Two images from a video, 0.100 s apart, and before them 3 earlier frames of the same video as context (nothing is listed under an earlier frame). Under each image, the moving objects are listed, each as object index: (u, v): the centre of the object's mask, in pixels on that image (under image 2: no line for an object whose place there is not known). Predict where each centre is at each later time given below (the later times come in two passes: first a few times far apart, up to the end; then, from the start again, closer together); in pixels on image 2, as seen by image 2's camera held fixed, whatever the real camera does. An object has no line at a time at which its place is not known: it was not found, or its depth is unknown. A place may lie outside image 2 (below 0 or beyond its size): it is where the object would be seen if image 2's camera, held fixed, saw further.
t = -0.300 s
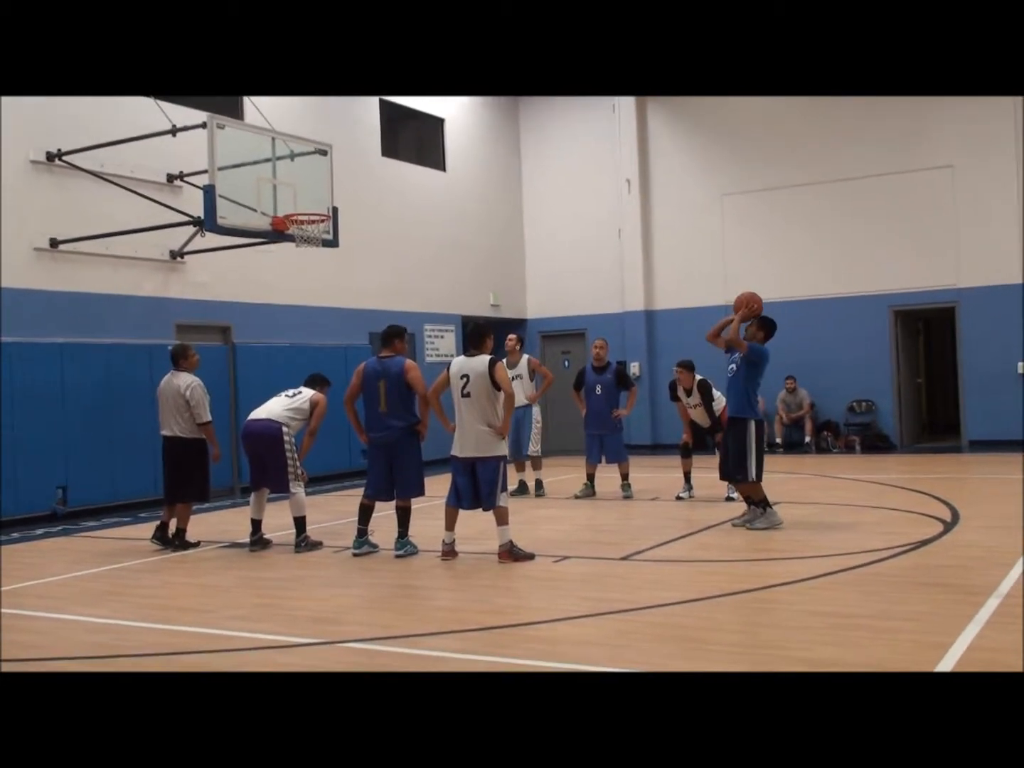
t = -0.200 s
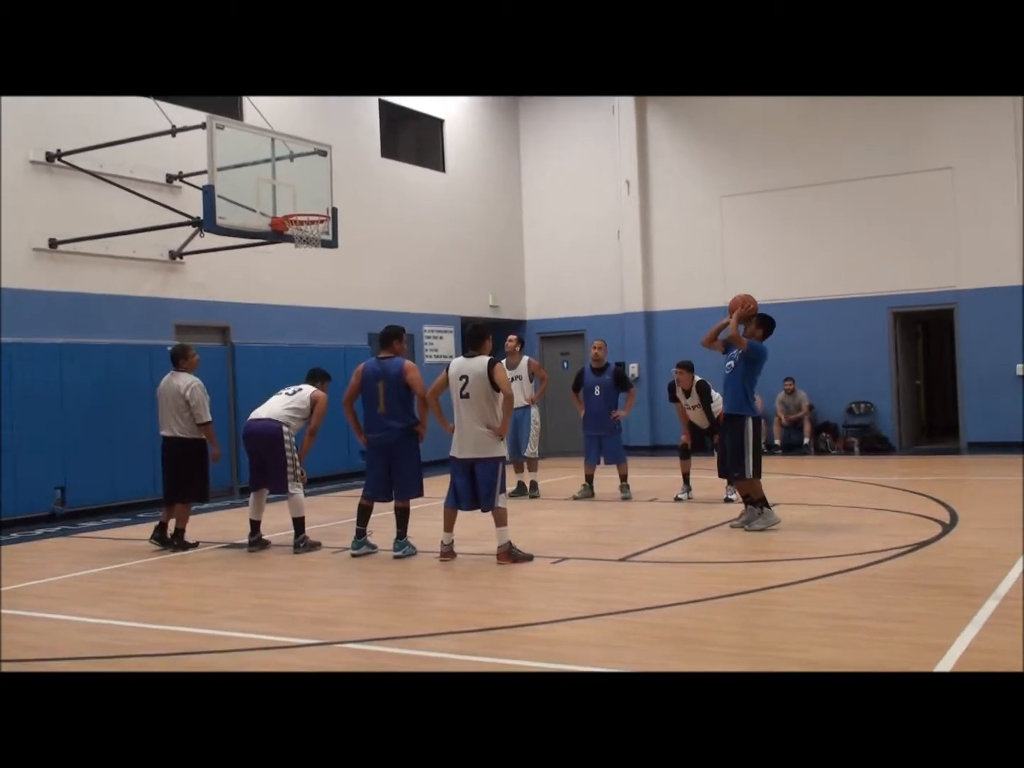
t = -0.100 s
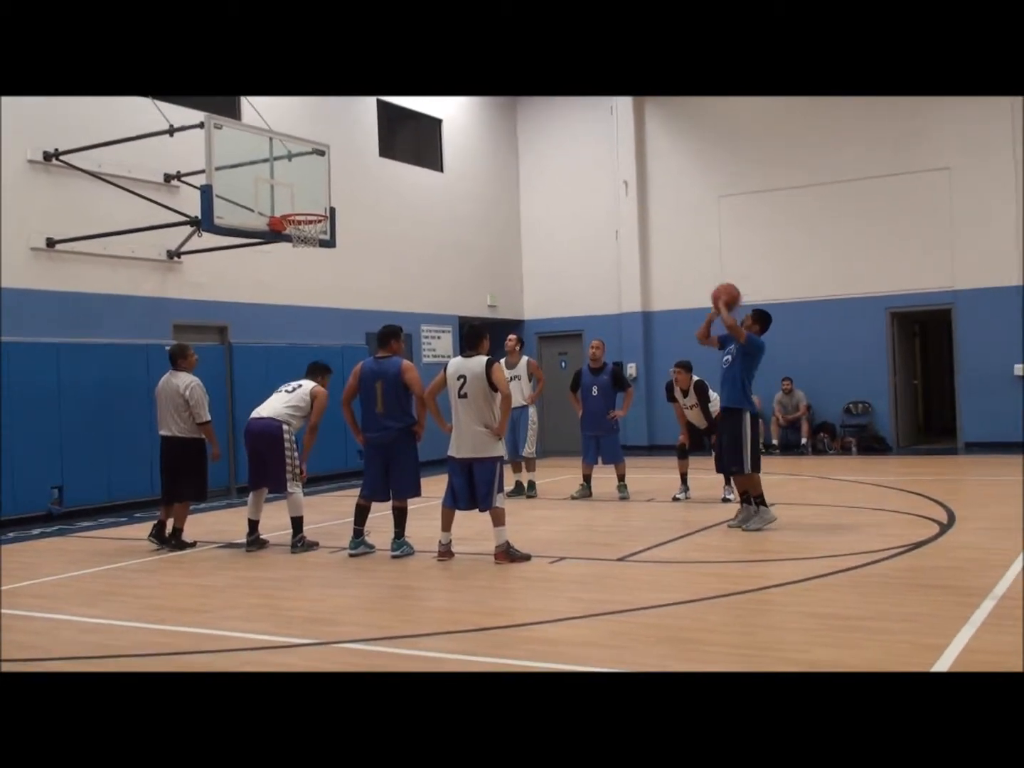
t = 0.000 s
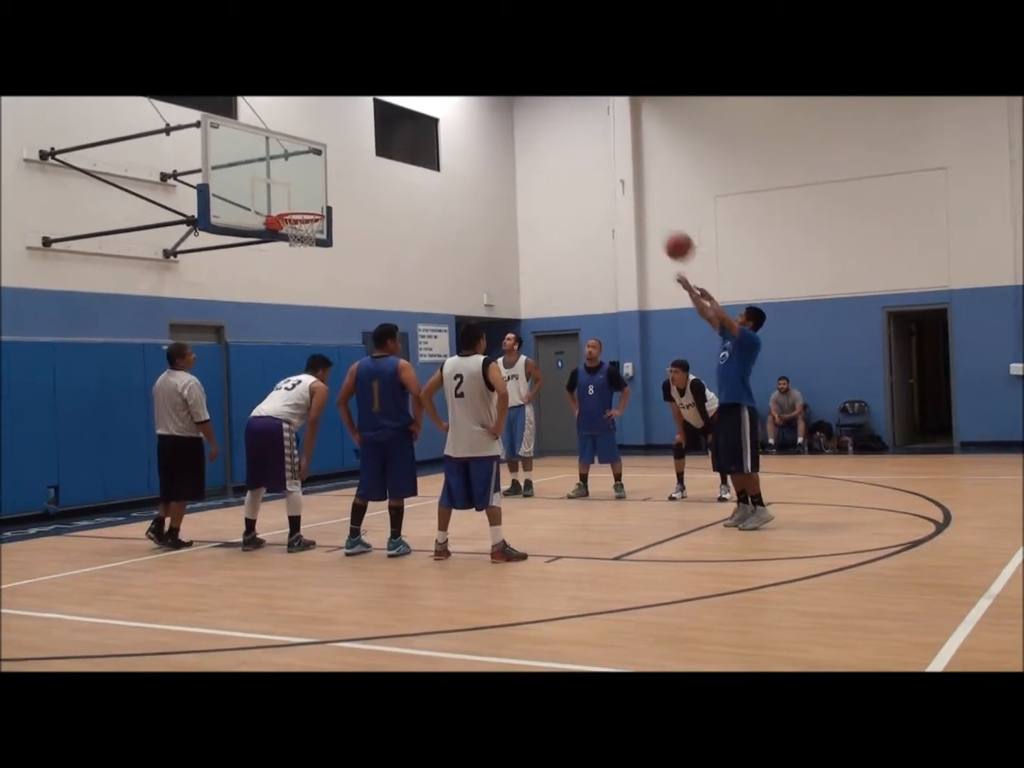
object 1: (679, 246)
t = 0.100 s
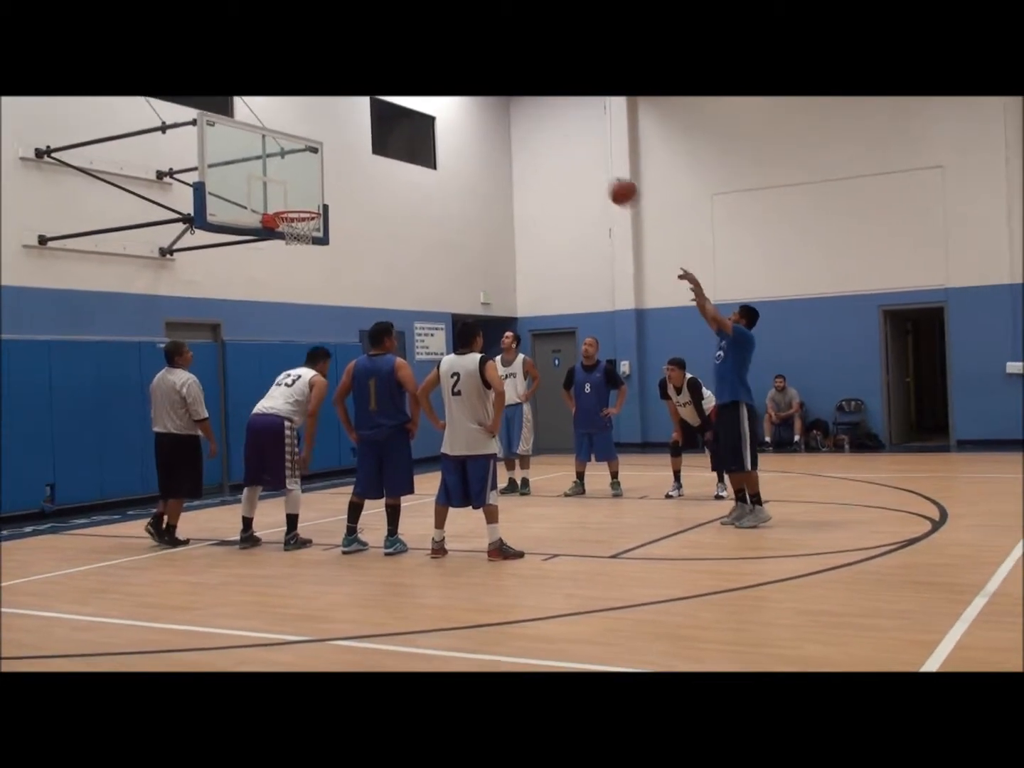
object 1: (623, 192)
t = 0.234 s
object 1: (557, 143)
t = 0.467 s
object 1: (453, 112)
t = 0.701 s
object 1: (362, 130)
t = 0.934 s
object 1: (283, 202)
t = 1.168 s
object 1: (367, 183)
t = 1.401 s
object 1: (456, 205)
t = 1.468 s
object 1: (482, 220)
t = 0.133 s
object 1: (606, 177)
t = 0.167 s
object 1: (590, 164)
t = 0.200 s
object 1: (573, 153)
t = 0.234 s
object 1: (557, 143)
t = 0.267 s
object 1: (542, 134)
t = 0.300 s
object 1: (527, 127)
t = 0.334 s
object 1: (511, 120)
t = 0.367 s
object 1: (496, 115)
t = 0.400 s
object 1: (482, 113)
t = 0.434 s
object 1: (467, 112)
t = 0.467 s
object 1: (453, 112)
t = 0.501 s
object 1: (440, 112)
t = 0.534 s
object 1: (427, 113)
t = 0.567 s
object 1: (412, 114)
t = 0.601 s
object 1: (399, 115)
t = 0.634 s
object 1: (388, 119)
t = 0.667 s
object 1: (375, 123)
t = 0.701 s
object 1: (362, 130)
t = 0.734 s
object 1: (351, 138)
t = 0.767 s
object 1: (339, 147)
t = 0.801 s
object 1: (327, 157)
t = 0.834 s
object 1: (316, 167)
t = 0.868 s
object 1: (305, 179)
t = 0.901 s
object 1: (294, 191)
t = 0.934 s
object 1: (283, 202)
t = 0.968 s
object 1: (289, 202)
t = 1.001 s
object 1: (302, 198)
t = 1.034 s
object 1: (315, 193)
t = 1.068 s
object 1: (328, 189)
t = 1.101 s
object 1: (340, 186)
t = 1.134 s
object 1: (354, 184)
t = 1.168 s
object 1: (367, 183)
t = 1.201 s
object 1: (380, 183)
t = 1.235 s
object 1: (393, 184)
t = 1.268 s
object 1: (406, 186)
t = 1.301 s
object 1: (418, 189)
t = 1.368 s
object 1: (444, 199)
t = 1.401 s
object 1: (456, 205)
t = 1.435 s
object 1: (469, 212)
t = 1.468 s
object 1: (482, 220)
